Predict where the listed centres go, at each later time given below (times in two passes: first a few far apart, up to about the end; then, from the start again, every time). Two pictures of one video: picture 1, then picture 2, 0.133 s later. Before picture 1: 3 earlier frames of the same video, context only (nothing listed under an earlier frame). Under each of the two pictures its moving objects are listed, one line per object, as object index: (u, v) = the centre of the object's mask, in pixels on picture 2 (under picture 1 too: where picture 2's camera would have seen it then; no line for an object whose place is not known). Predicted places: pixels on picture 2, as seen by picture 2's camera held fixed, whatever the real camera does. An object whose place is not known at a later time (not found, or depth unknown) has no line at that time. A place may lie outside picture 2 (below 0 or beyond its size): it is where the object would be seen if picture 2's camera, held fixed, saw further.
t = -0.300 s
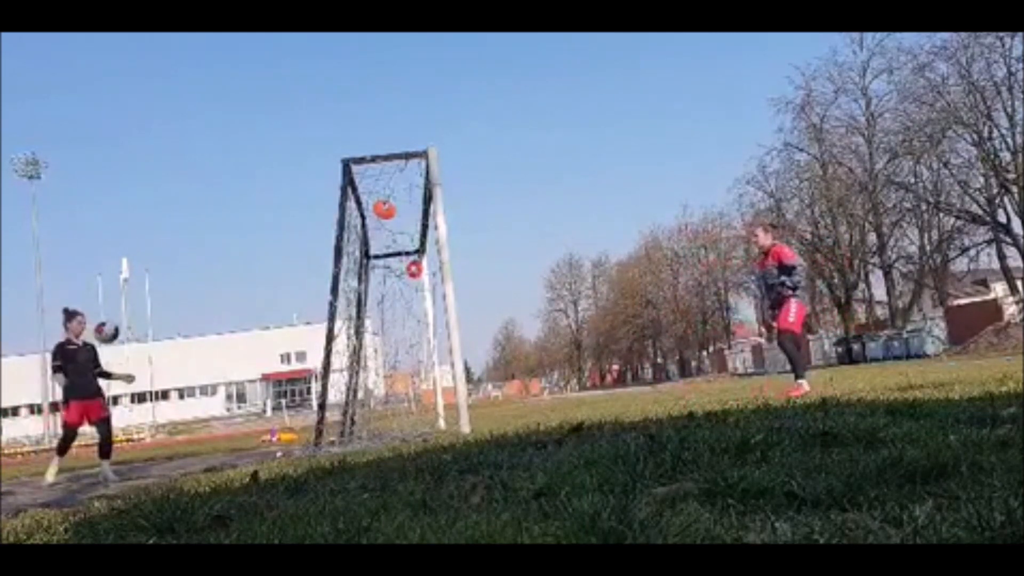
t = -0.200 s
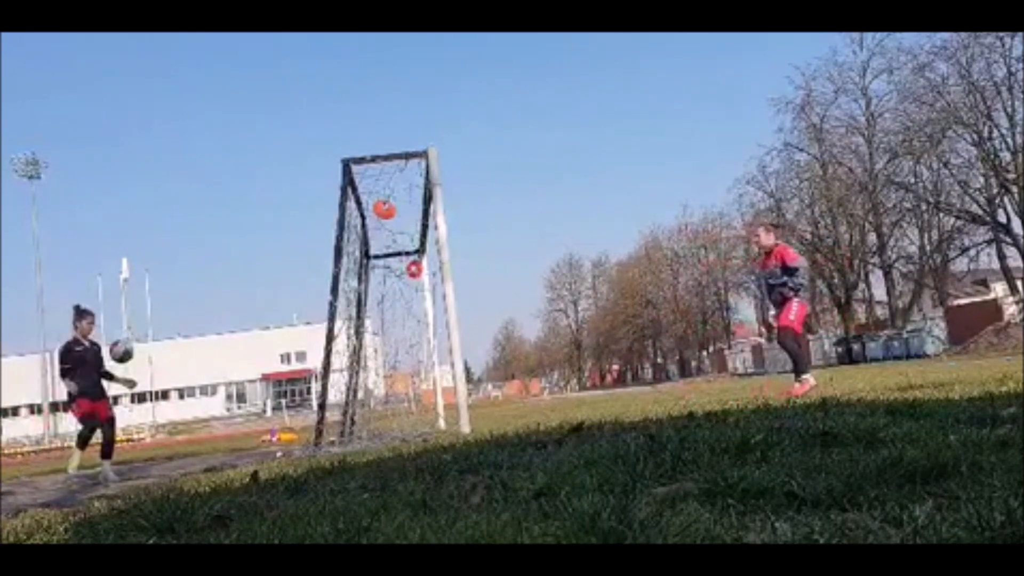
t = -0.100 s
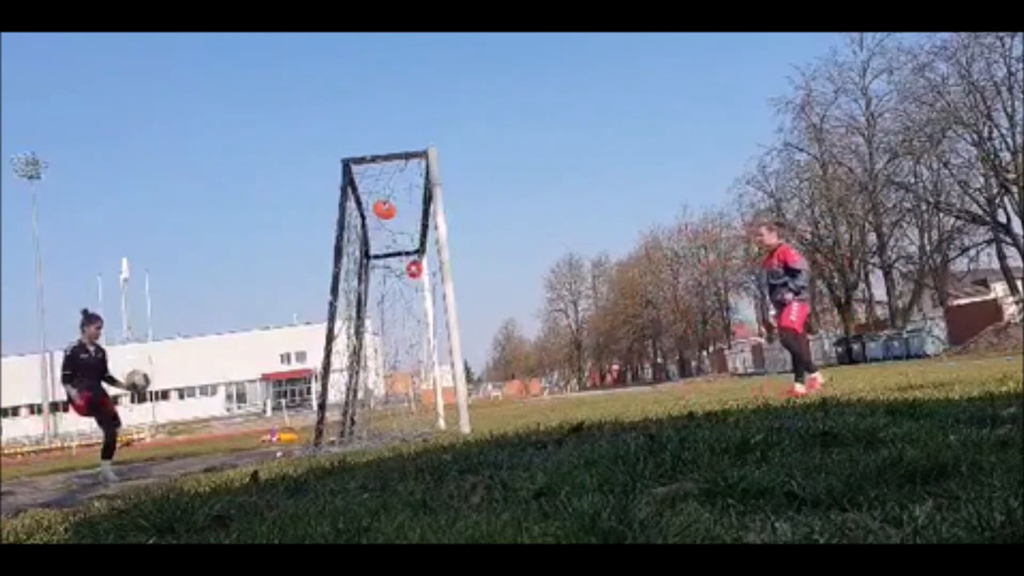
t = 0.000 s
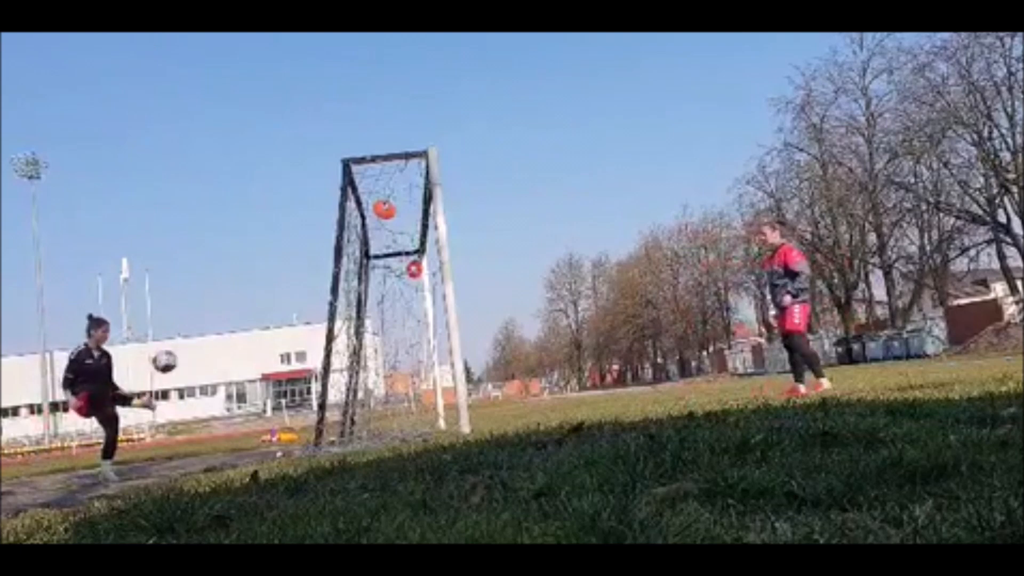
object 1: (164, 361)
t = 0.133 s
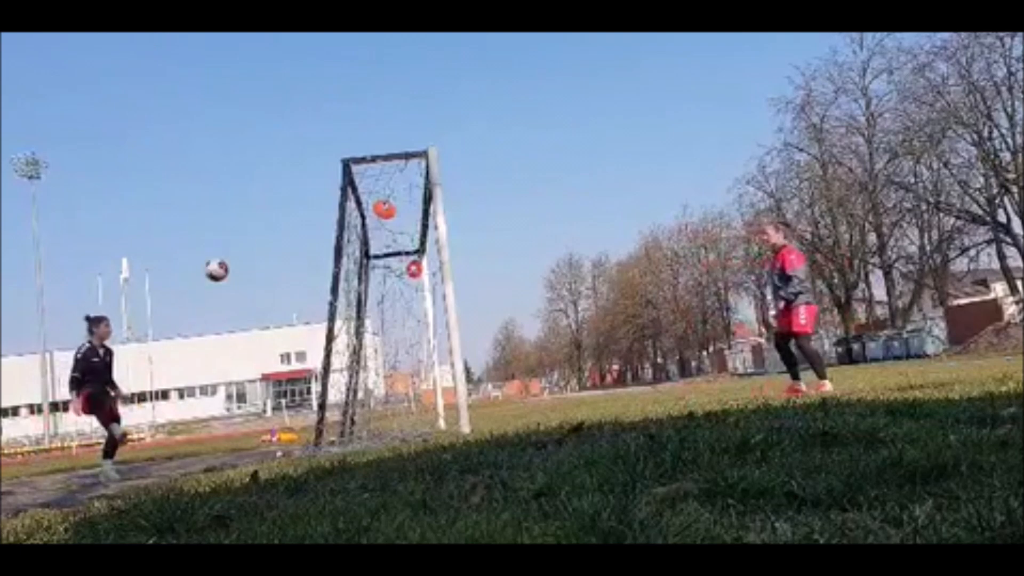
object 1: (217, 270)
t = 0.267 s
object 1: (269, 201)
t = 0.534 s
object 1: (372, 117)
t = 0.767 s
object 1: (461, 102)
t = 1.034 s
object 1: (565, 149)
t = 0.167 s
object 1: (230, 250)
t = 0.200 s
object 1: (243, 232)
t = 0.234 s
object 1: (256, 216)
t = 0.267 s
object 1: (269, 201)
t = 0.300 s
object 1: (281, 187)
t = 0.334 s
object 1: (294, 172)
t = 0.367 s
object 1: (307, 160)
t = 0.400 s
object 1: (320, 149)
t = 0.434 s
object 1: (332, 140)
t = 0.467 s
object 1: (346, 131)
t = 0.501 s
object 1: (358, 123)
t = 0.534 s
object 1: (372, 117)
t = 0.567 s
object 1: (385, 112)
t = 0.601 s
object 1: (397, 107)
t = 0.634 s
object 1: (409, 105)
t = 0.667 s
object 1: (422, 103)
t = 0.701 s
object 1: (435, 101)
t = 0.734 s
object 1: (448, 101)
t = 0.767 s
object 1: (461, 102)
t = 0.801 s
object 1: (474, 104)
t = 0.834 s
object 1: (487, 108)
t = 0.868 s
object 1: (500, 112)
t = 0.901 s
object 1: (512, 118)
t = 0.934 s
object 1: (526, 124)
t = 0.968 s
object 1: (539, 131)
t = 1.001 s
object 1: (552, 140)
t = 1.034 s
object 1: (565, 149)
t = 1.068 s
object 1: (579, 159)
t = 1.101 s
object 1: (591, 170)
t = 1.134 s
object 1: (605, 183)
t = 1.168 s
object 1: (619, 197)
